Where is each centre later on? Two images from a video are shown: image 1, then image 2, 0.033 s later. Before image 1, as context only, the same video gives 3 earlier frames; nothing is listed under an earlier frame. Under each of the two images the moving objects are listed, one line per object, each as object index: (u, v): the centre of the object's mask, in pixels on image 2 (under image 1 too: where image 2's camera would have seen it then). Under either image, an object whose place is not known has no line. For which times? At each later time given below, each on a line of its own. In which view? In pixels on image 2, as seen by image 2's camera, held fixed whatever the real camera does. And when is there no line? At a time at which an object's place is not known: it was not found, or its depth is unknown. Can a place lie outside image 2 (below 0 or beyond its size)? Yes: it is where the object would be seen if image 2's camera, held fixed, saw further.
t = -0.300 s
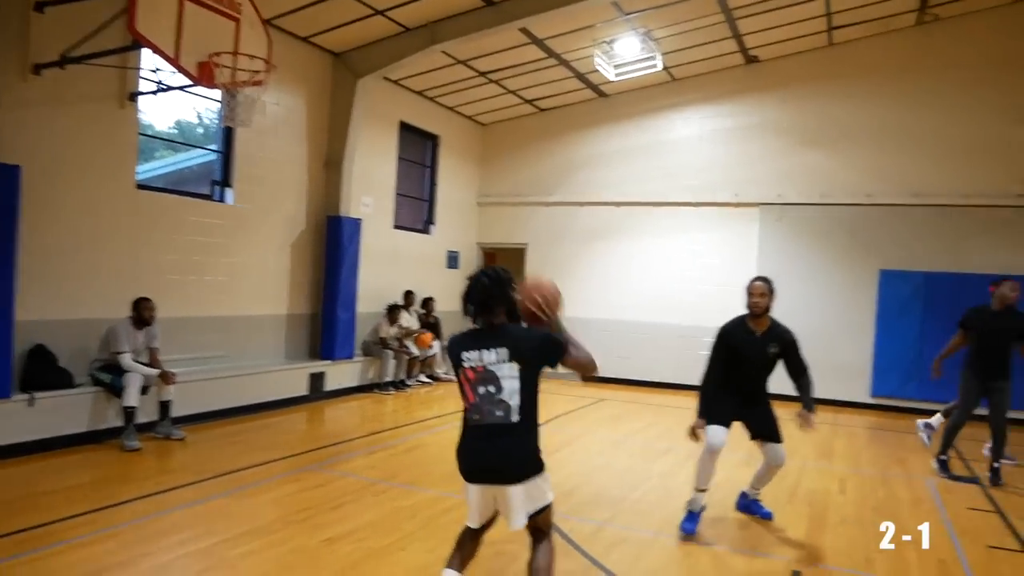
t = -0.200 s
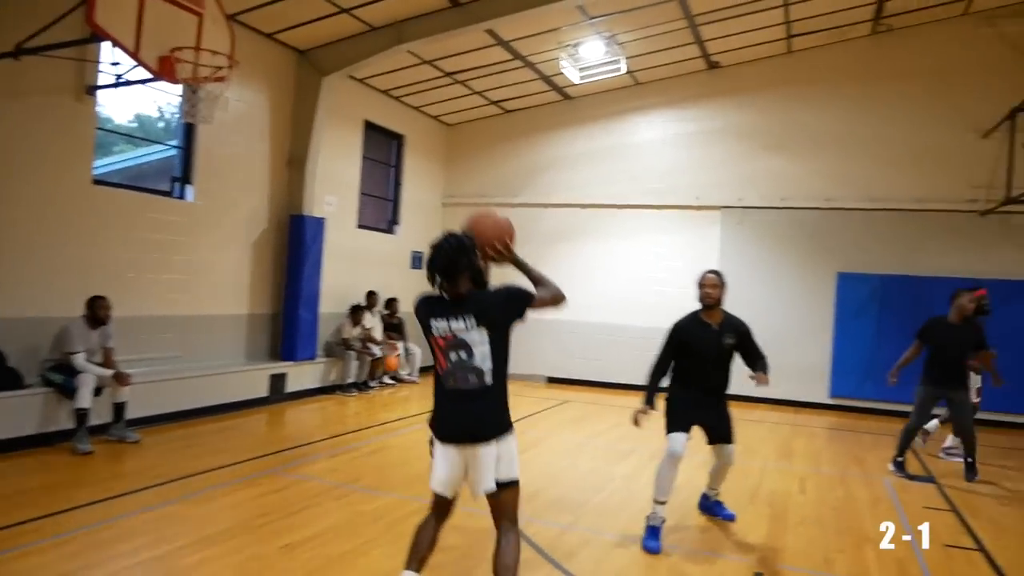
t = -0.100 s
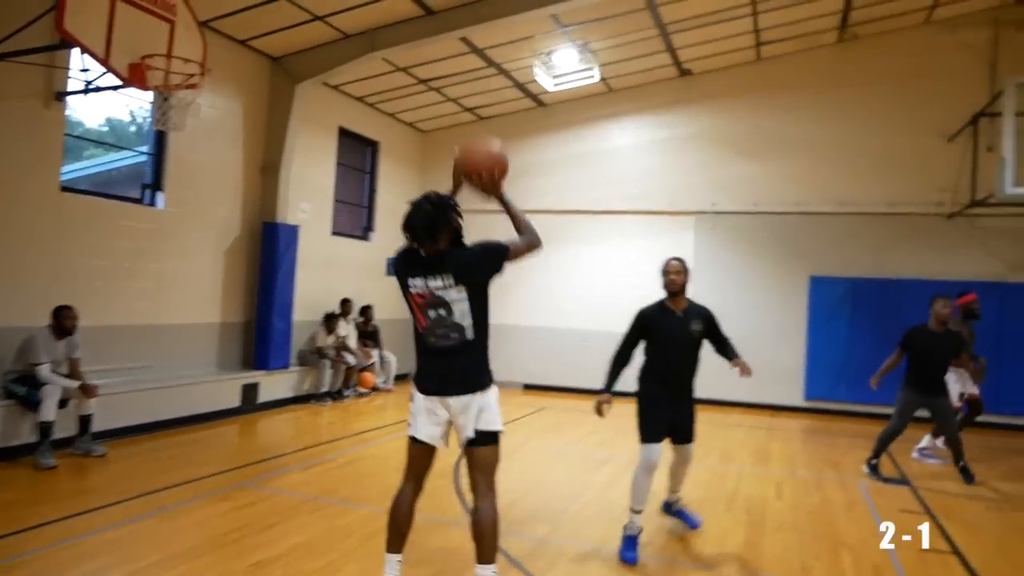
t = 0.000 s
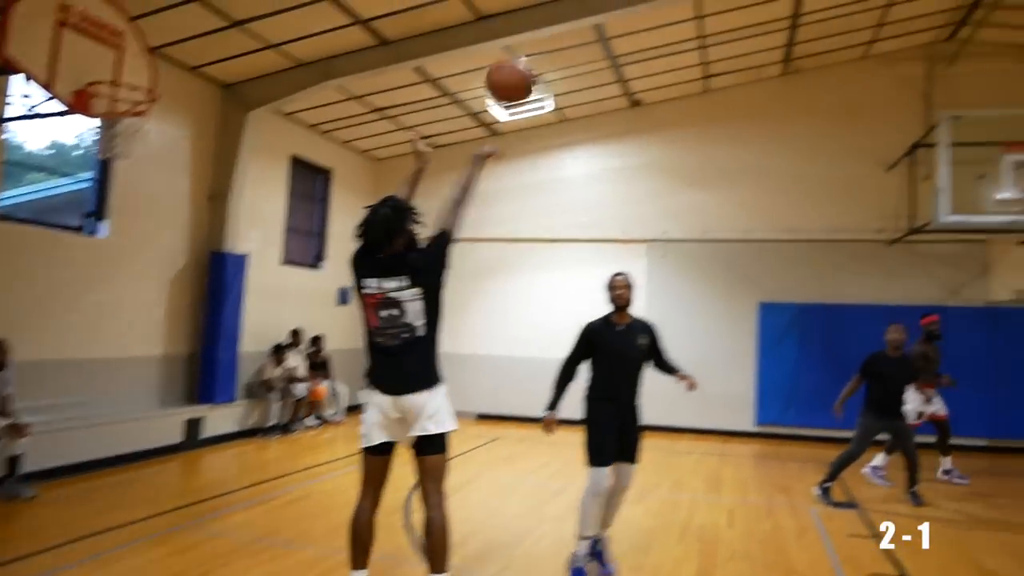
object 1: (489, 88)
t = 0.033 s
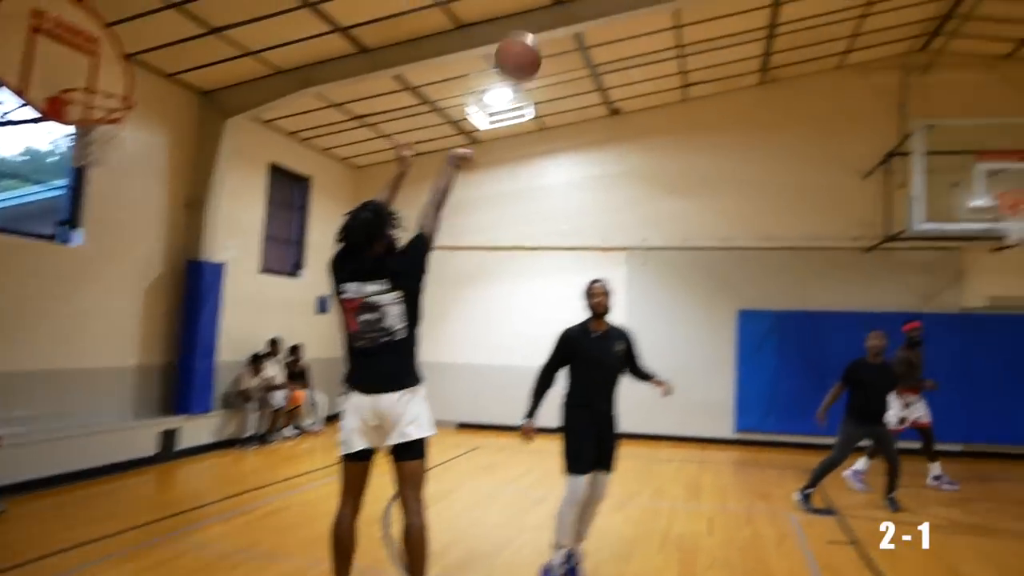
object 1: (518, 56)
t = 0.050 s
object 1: (532, 42)
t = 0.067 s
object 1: (545, 29)
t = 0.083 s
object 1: (558, 16)
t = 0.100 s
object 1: (571, 5)
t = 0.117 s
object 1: (582, -6)
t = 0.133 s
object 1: (595, -15)
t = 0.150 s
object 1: (607, -22)
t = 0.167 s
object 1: (618, -29)
